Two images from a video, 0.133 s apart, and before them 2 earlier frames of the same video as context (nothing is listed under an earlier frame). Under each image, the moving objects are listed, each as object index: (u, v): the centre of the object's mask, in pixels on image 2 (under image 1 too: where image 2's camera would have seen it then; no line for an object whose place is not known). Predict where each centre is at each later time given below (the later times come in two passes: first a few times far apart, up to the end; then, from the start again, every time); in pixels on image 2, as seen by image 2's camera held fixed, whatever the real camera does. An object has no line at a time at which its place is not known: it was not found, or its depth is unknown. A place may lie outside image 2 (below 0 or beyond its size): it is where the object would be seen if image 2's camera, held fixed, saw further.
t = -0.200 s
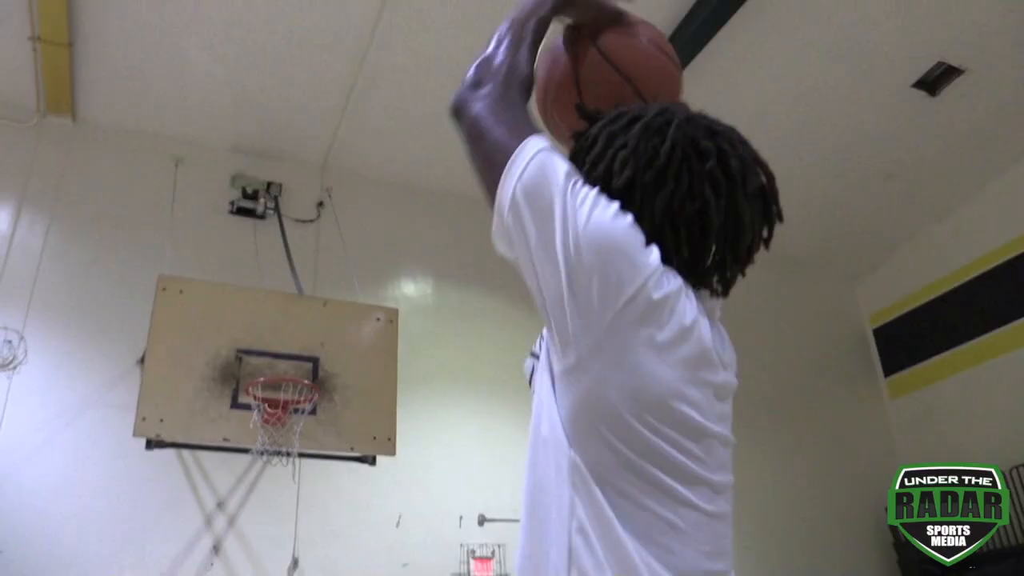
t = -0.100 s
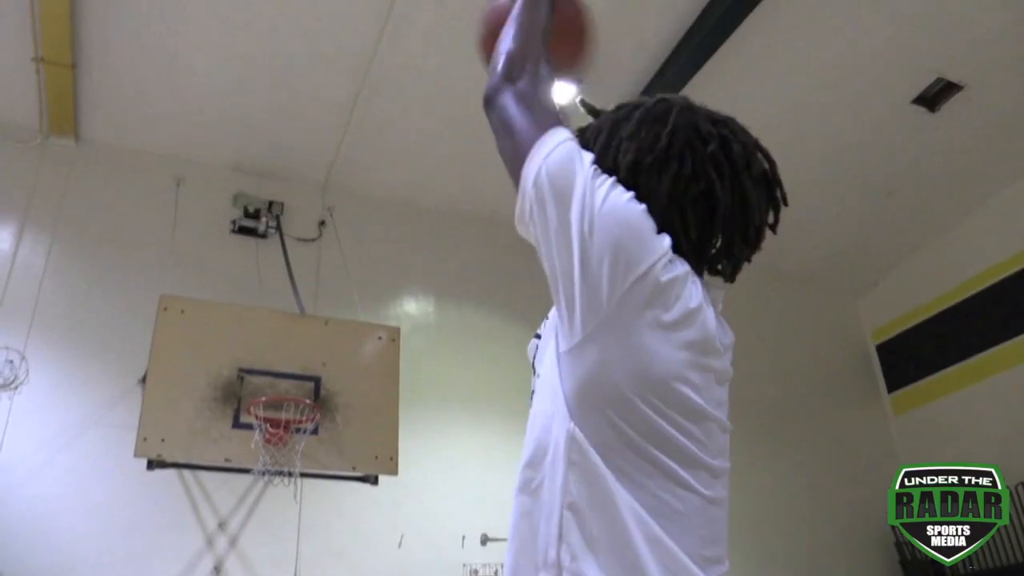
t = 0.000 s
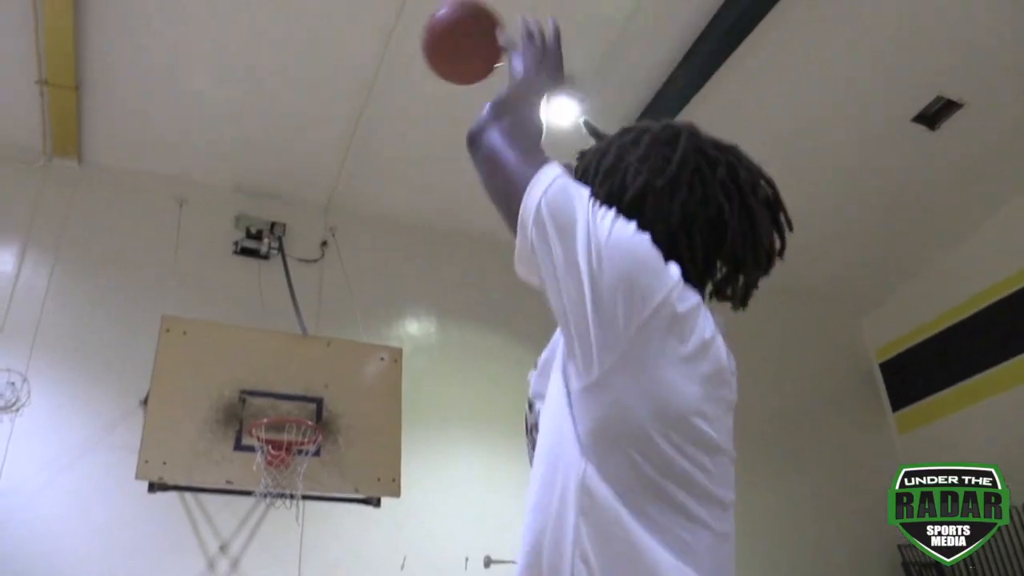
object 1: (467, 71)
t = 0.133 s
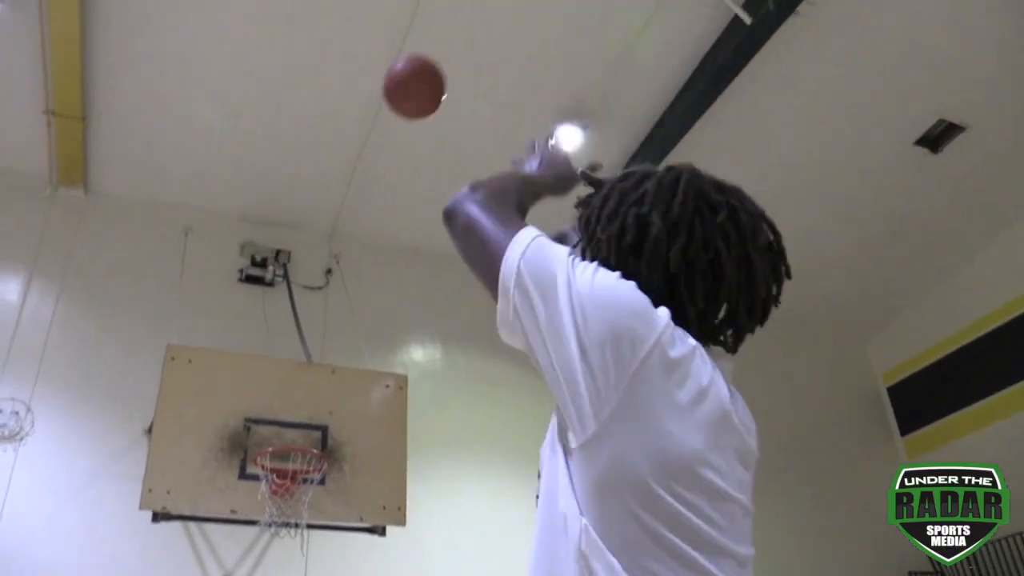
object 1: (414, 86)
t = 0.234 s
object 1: (387, 114)
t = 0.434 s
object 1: (348, 190)
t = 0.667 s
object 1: (314, 312)
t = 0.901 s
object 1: (283, 476)
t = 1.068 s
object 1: (277, 567)
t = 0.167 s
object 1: (404, 94)
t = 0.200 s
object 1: (395, 103)
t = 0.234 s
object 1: (387, 114)
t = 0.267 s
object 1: (380, 124)
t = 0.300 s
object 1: (373, 136)
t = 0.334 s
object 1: (366, 148)
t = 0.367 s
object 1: (360, 161)
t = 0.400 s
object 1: (354, 175)
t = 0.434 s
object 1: (348, 190)
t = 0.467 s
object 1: (343, 205)
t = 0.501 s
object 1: (337, 221)
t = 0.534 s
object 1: (333, 238)
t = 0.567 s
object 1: (328, 255)
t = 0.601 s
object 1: (323, 273)
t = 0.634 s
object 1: (318, 292)
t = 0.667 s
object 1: (314, 312)
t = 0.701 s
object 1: (309, 334)
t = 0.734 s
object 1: (304, 356)
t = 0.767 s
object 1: (299, 378)
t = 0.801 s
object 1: (295, 401)
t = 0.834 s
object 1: (290, 426)
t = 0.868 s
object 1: (285, 447)
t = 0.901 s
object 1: (283, 476)
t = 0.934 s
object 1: (278, 495)
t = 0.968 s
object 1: (280, 517)
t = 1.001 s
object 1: (278, 530)
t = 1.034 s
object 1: (278, 546)
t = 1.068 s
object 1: (277, 567)
